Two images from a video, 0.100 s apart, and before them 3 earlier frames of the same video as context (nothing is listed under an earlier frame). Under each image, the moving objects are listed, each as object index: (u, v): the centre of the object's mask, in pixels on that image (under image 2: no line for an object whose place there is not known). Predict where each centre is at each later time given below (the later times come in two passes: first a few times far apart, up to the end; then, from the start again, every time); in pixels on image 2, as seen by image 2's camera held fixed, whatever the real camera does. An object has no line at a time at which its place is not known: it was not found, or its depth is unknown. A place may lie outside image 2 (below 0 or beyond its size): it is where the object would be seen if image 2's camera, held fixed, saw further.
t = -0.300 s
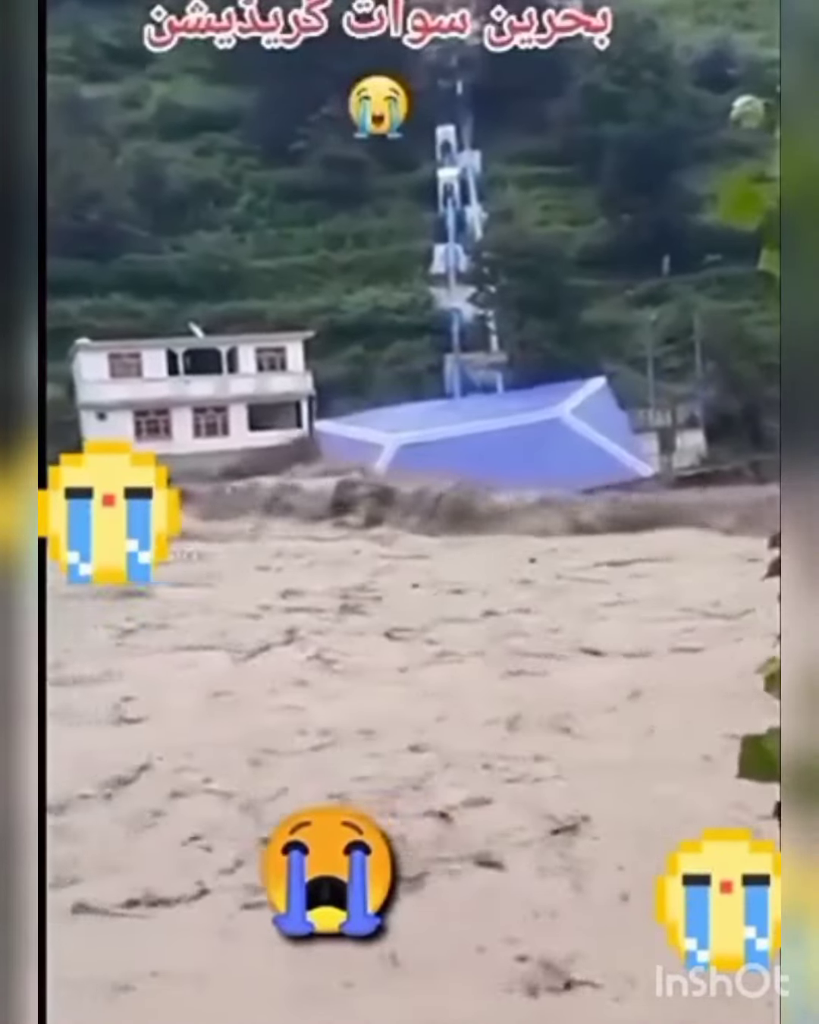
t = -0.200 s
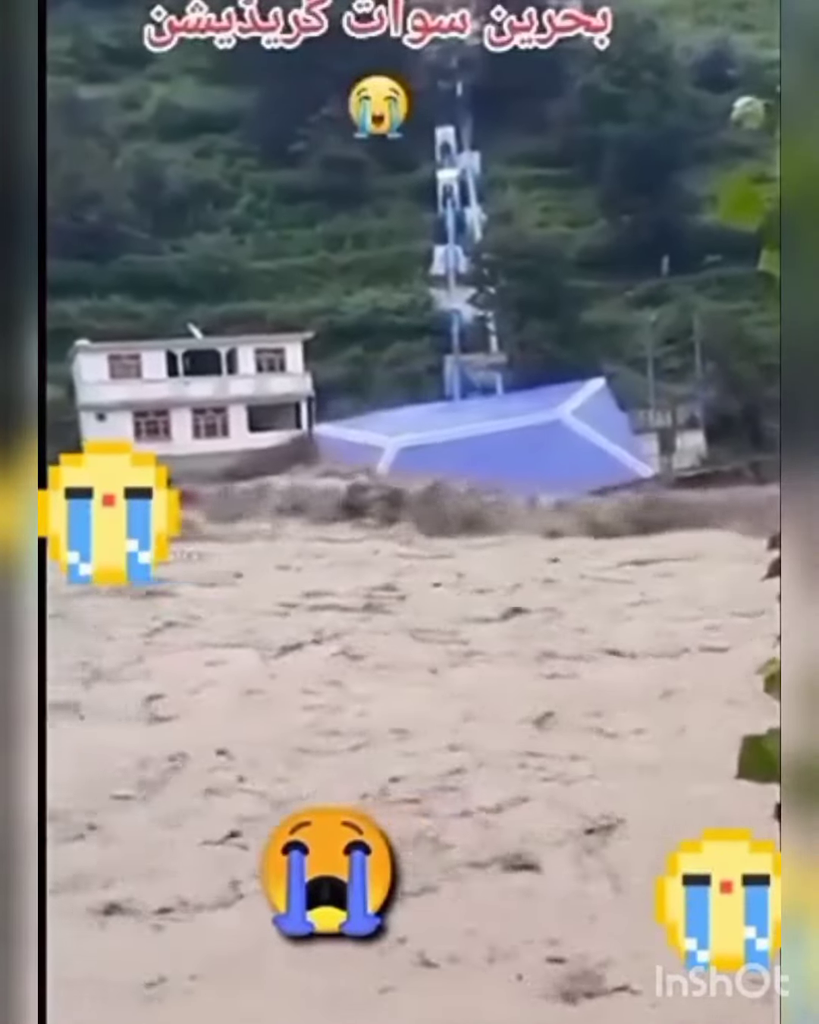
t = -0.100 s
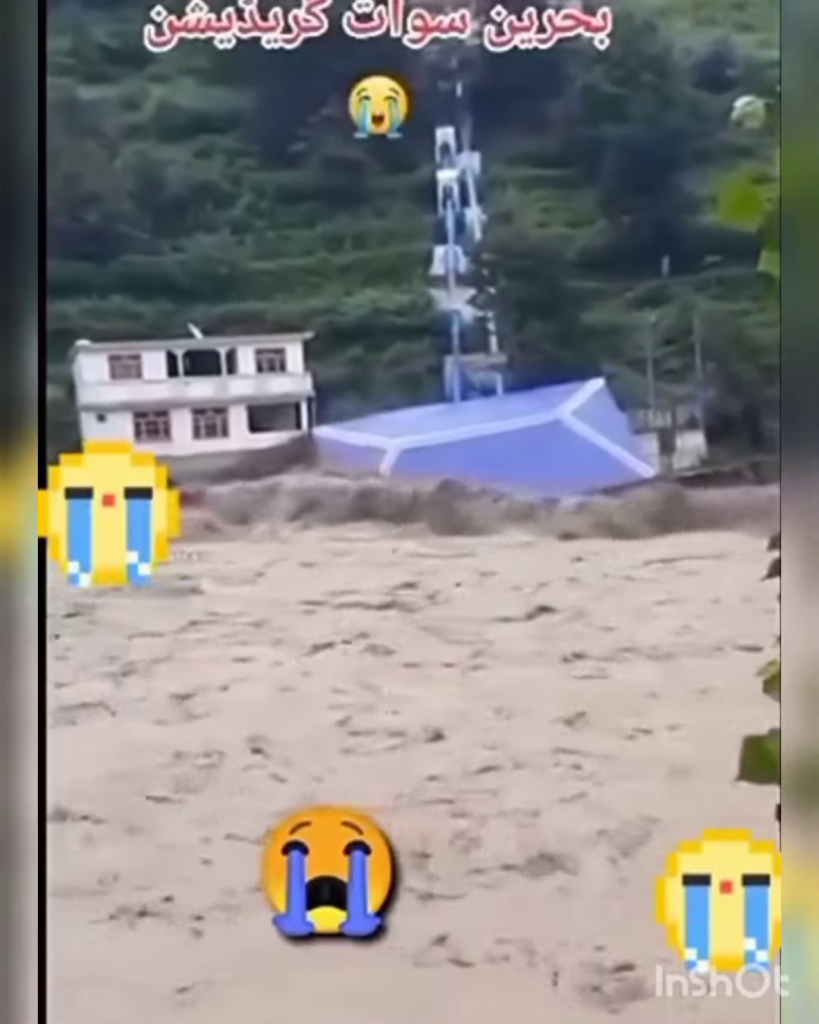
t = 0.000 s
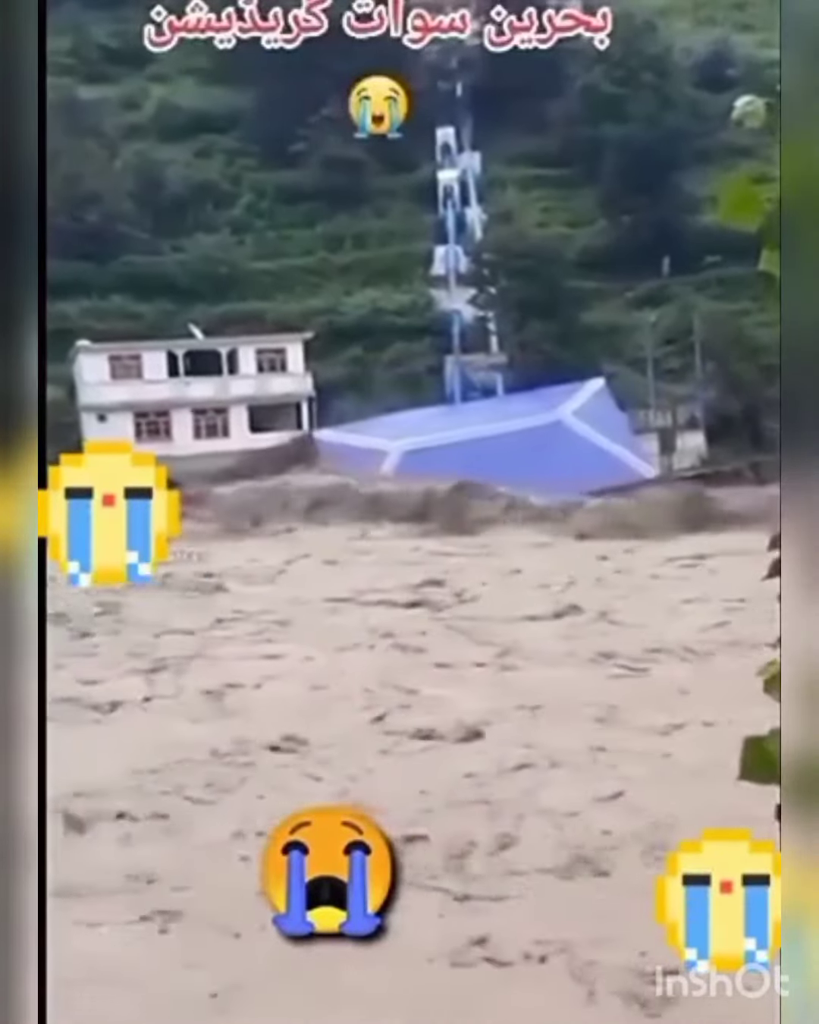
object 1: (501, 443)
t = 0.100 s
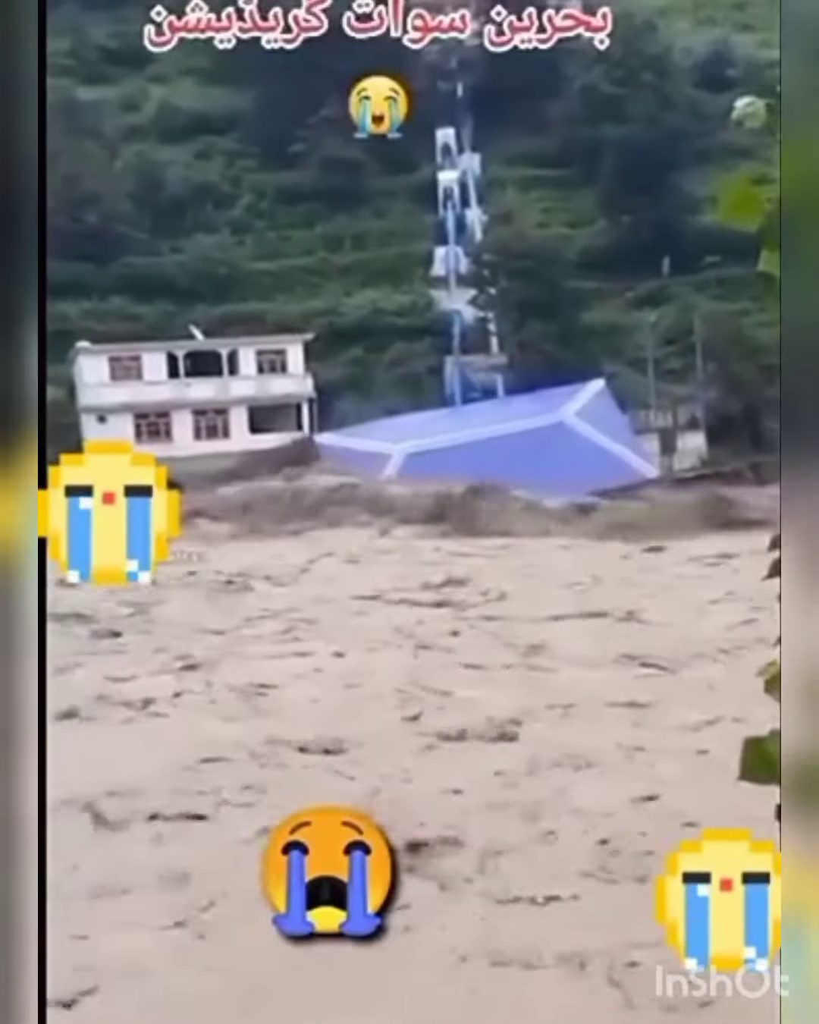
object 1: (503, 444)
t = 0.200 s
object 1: (507, 445)
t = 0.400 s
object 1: (517, 444)
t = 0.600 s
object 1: (524, 444)
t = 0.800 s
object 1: (536, 447)
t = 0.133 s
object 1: (504, 445)
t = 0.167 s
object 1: (505, 445)
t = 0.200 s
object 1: (507, 445)
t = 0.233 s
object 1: (510, 445)
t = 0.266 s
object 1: (509, 446)
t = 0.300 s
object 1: (511, 446)
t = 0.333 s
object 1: (511, 445)
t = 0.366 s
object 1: (512, 445)
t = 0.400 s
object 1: (517, 444)
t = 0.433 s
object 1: (518, 444)
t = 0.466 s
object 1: (520, 443)
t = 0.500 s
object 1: (520, 444)
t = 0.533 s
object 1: (523, 443)
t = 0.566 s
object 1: (523, 444)
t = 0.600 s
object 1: (524, 444)
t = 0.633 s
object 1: (528, 444)
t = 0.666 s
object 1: (528, 445)
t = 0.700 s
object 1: (530, 446)
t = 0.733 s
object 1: (532, 446)
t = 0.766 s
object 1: (535, 446)
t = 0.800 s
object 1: (536, 447)
